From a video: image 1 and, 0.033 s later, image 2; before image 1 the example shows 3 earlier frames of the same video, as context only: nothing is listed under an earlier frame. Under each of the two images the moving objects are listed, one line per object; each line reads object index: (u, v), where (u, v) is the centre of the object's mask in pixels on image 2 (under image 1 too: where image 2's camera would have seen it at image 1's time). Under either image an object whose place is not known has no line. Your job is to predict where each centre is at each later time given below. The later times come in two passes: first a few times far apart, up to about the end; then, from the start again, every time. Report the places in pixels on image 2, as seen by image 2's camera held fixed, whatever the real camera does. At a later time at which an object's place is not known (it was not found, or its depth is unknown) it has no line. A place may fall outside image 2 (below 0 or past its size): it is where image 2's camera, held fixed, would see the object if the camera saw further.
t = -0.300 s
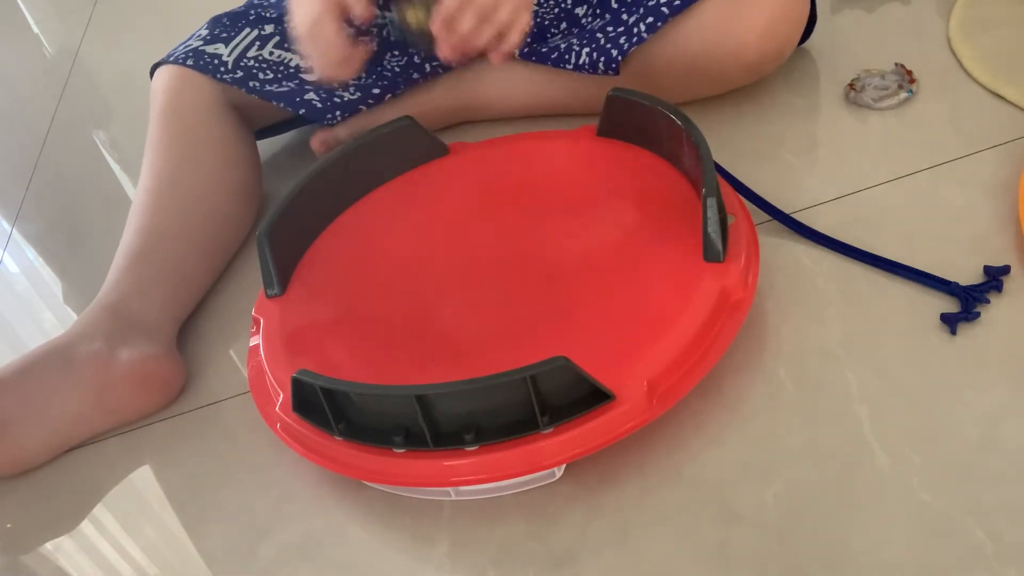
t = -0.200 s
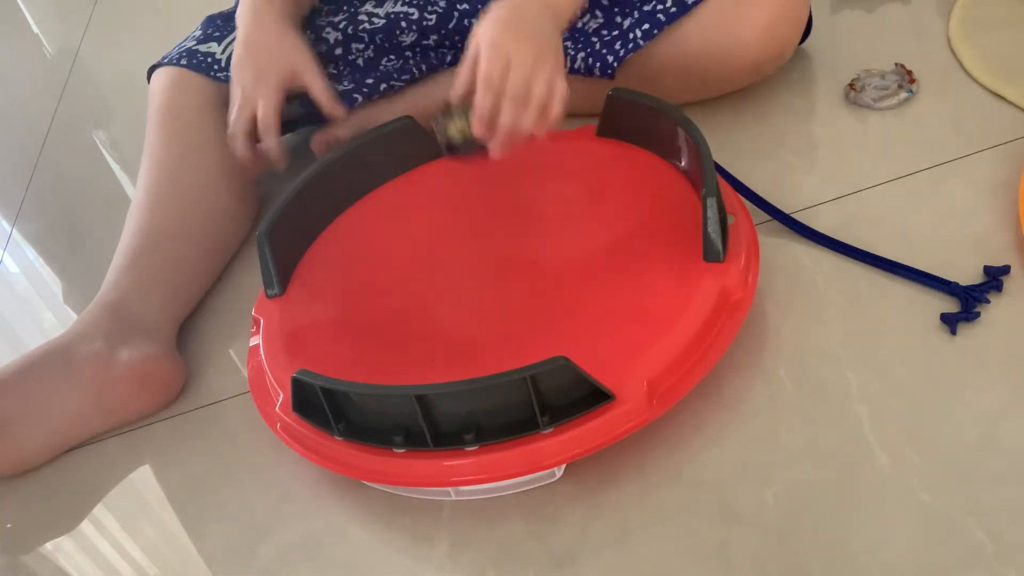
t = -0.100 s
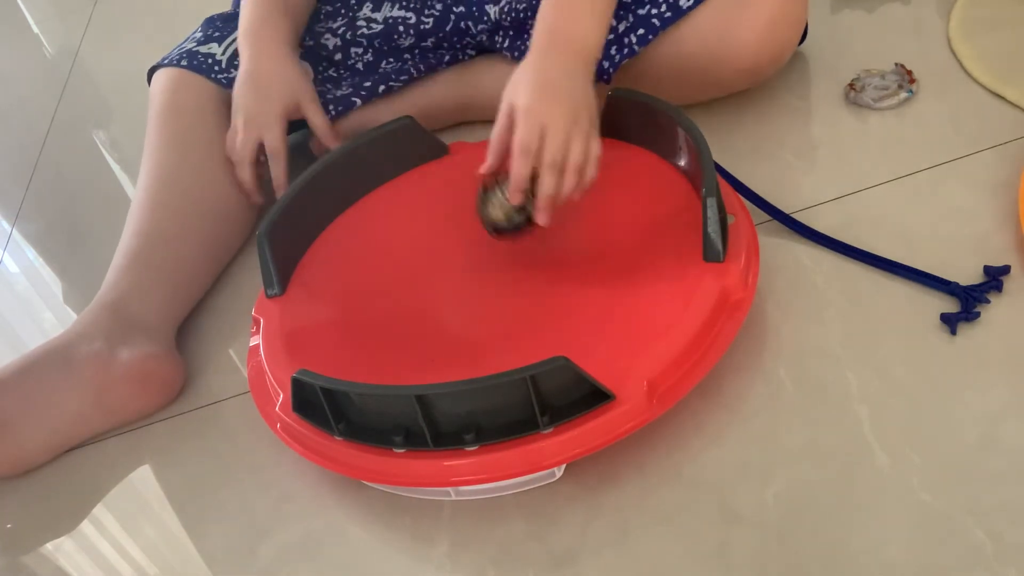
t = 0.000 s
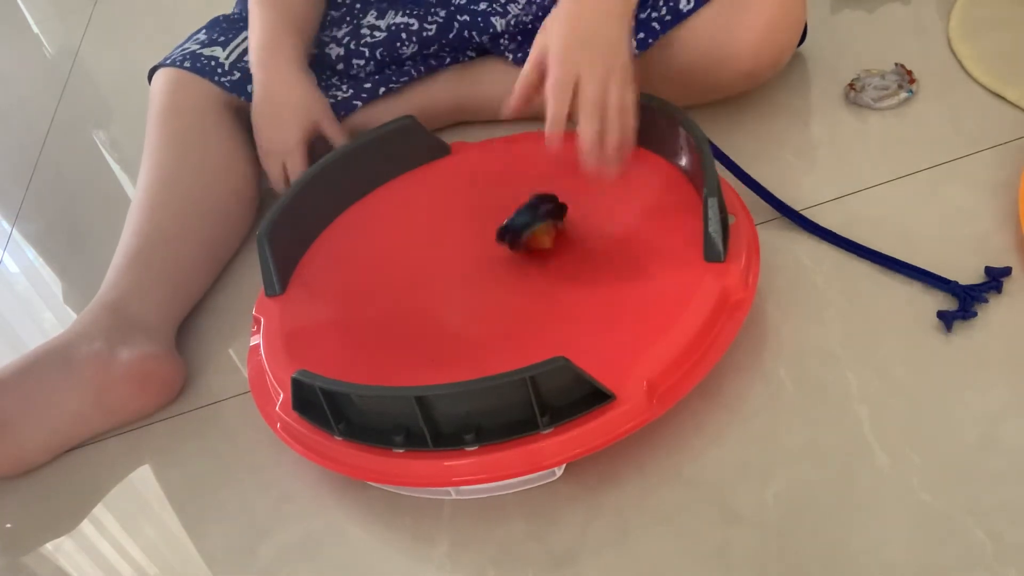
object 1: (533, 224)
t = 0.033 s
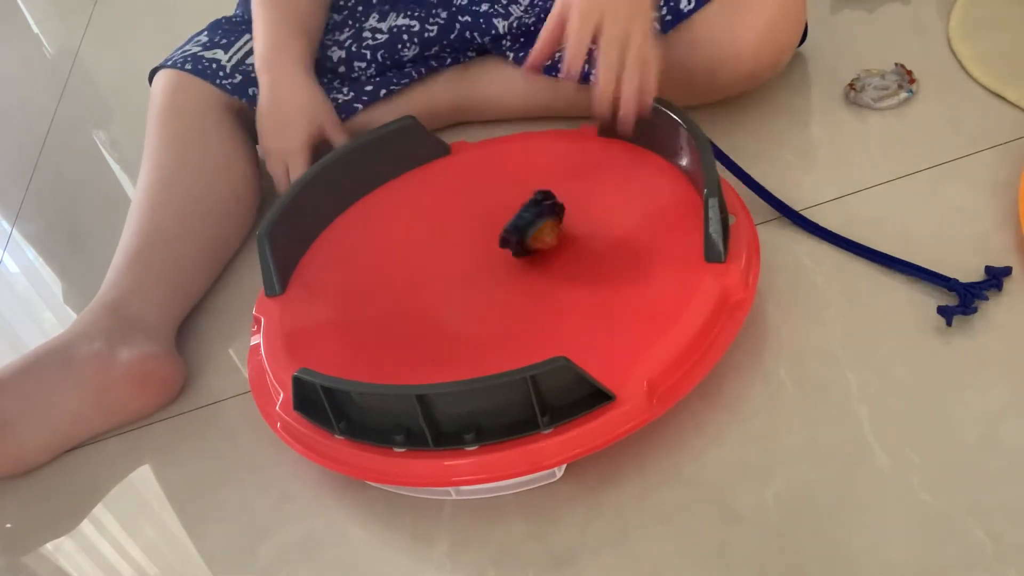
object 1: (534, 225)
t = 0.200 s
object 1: (532, 255)
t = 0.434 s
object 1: (522, 263)
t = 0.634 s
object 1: (509, 260)
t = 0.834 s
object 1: (505, 253)
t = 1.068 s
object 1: (506, 250)
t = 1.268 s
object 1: (507, 248)
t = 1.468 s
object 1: (506, 249)
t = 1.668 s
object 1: (506, 249)
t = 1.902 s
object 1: (506, 248)
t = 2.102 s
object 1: (506, 248)
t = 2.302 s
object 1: (506, 249)
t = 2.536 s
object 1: (506, 249)
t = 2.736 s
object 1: (506, 249)
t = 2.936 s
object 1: (506, 249)
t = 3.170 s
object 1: (506, 249)
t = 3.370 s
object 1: (506, 249)
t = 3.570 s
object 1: (506, 249)
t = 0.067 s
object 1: (537, 234)
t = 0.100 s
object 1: (539, 240)
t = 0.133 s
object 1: (536, 244)
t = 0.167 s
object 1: (535, 250)
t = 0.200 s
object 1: (532, 255)
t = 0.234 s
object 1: (531, 258)
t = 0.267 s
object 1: (530, 260)
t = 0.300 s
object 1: (529, 262)
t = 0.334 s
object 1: (528, 262)
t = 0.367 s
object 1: (526, 262)
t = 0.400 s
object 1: (525, 263)
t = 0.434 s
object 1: (522, 263)
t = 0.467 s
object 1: (520, 263)
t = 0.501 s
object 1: (518, 263)
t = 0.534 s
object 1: (516, 263)
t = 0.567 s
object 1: (513, 263)
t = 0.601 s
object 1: (511, 261)
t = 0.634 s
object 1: (509, 260)
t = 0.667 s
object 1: (508, 259)
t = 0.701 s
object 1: (507, 257)
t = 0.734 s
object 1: (506, 256)
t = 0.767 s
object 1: (506, 255)
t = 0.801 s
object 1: (506, 254)
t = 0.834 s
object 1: (505, 253)
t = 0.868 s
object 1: (506, 252)
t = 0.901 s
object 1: (506, 252)
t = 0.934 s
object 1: (506, 251)
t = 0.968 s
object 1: (506, 251)
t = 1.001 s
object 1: (506, 251)
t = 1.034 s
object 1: (506, 250)
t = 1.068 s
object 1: (506, 250)
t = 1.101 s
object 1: (506, 249)
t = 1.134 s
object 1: (507, 248)
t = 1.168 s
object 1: (507, 247)
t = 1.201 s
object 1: (507, 247)
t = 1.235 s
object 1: (507, 247)
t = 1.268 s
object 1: (507, 248)
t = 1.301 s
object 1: (506, 249)
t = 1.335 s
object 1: (506, 249)
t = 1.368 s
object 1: (506, 250)
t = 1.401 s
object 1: (506, 250)
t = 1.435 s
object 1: (506, 249)
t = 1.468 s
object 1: (506, 249)
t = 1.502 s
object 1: (506, 248)
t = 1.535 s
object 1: (507, 248)
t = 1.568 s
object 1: (507, 247)
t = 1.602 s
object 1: (507, 248)
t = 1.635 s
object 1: (506, 248)
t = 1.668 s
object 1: (506, 249)
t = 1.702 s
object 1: (506, 249)
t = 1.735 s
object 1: (506, 249)
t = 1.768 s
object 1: (506, 249)
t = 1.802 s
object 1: (506, 249)
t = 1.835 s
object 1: (506, 248)
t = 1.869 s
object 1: (506, 248)
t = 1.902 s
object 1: (506, 248)
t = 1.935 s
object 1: (506, 248)
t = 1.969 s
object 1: (506, 248)
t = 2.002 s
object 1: (506, 248)
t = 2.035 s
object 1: (506, 248)
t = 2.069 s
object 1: (506, 248)
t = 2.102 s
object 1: (506, 248)
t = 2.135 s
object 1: (506, 248)
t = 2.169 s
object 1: (506, 248)
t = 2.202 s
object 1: (506, 248)
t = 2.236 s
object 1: (506, 249)
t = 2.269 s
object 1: (506, 249)
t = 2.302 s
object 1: (506, 249)
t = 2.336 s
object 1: (506, 249)
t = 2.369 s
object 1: (506, 249)
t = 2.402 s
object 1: (506, 249)
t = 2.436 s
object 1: (506, 249)
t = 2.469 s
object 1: (506, 249)
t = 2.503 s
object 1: (506, 249)
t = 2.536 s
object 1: (506, 249)
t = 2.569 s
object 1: (506, 249)
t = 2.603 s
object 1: (506, 249)
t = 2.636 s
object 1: (506, 249)
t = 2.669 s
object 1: (506, 249)
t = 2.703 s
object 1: (506, 249)
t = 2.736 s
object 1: (506, 249)
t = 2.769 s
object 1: (506, 249)
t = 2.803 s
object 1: (506, 249)
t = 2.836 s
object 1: (506, 249)
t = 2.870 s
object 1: (506, 249)
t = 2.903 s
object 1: (506, 249)
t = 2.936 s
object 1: (506, 249)
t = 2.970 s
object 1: (506, 249)
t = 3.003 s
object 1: (506, 249)
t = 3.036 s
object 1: (506, 249)
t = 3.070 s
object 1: (506, 249)
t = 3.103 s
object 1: (506, 249)
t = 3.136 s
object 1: (506, 249)
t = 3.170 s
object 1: (506, 249)
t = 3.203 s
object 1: (506, 249)
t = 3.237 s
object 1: (506, 249)
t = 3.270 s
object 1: (506, 249)
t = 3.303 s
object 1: (506, 249)
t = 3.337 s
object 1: (506, 249)
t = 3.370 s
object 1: (506, 249)
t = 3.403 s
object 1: (506, 249)
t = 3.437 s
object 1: (506, 249)
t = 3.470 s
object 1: (506, 249)
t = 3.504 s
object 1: (506, 249)
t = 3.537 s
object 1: (506, 249)
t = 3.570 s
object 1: (506, 249)
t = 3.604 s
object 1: (506, 249)
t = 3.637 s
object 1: (506, 249)
